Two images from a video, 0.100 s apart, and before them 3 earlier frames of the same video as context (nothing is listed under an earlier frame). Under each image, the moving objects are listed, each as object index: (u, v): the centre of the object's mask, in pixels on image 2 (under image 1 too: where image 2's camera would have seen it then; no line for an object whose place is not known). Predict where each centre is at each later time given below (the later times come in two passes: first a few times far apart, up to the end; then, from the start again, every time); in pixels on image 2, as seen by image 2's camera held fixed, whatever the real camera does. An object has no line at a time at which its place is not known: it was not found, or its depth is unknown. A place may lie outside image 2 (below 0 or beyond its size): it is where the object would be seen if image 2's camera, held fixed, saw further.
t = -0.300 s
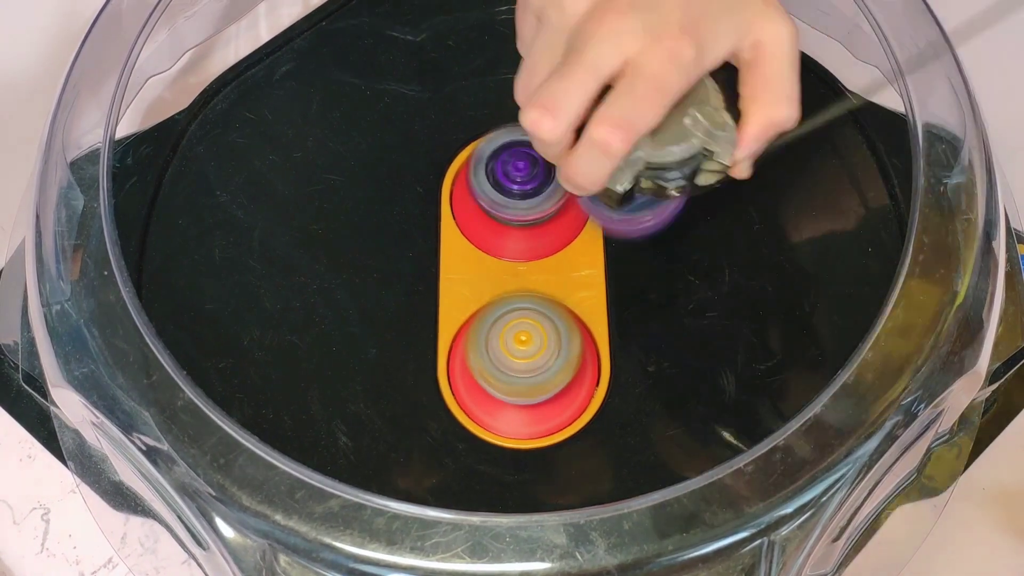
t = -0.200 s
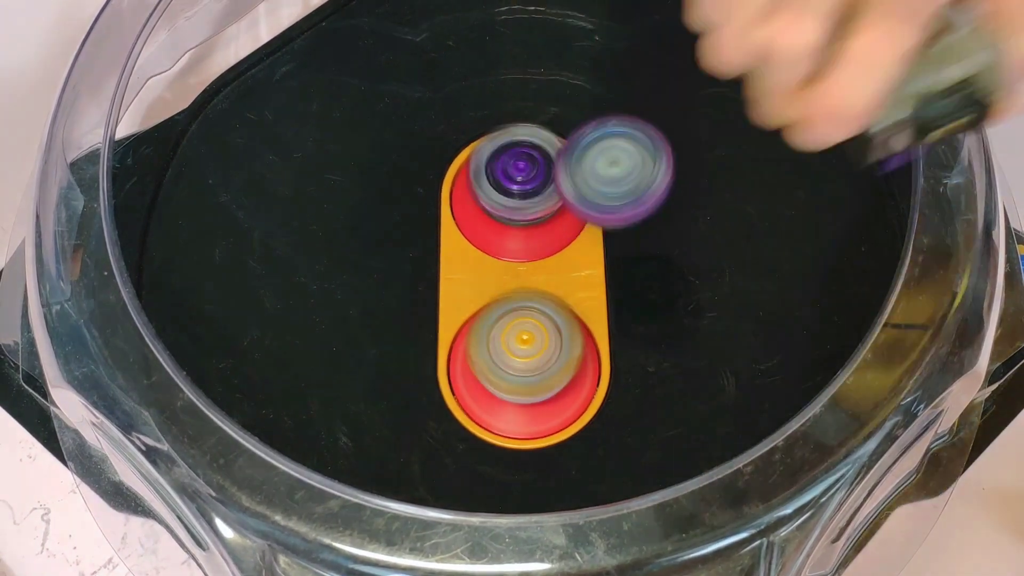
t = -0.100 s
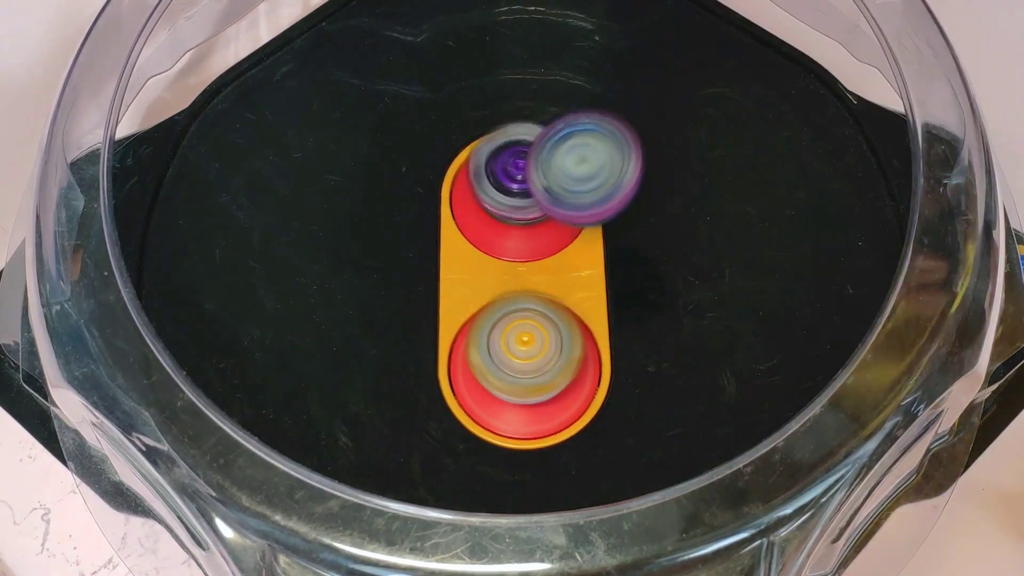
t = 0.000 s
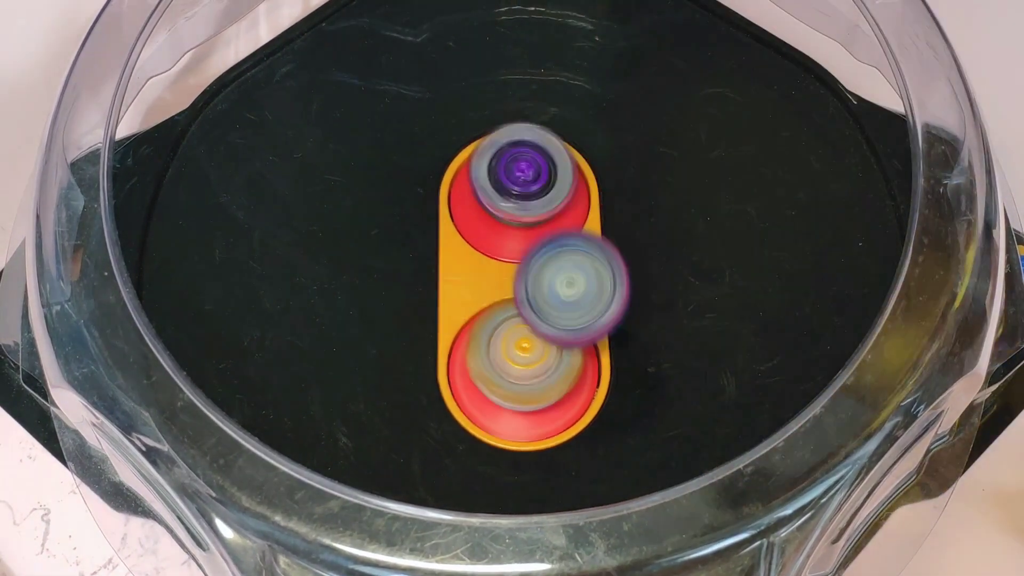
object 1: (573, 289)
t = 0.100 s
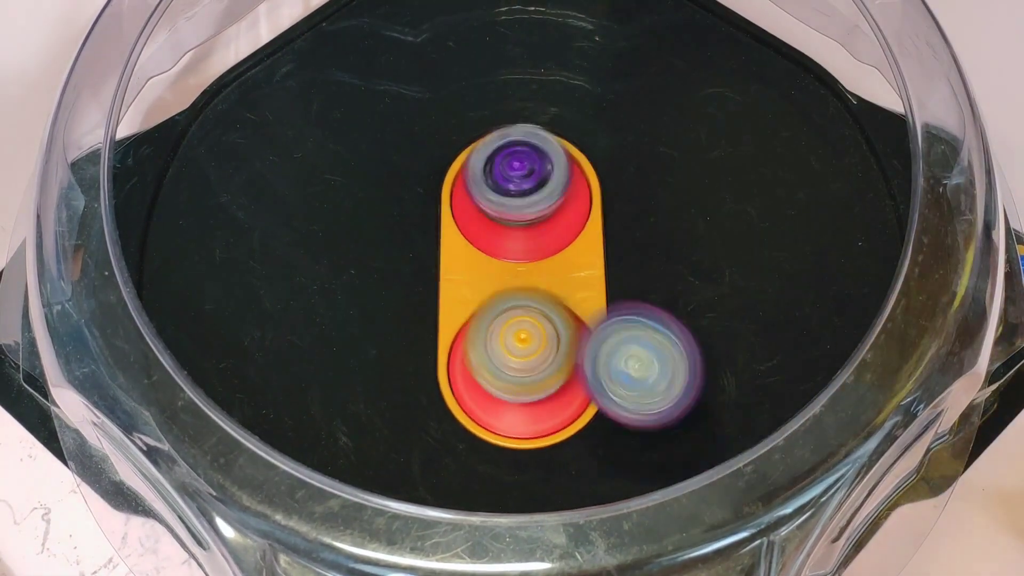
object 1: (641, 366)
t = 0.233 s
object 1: (784, 437)
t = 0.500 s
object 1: (732, 401)
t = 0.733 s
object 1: (644, 254)
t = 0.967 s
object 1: (629, 135)
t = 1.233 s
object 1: (505, 52)
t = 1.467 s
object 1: (402, 214)
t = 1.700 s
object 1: (379, 322)
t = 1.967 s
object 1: (554, 416)
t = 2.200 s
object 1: (575, 321)
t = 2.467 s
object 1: (476, 299)
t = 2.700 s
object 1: (476, 324)
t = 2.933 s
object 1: (457, 315)
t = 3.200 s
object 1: (387, 205)
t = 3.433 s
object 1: (277, 126)
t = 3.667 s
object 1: (327, 152)
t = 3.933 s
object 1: (366, 135)
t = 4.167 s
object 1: (406, 149)
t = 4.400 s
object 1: (469, 54)
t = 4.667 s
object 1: (561, 30)
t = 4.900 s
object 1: (592, 45)
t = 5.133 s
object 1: (587, 83)
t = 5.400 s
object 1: (622, 94)
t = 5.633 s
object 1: (620, 99)
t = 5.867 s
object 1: (618, 96)
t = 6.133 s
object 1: (597, 92)
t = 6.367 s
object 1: (587, 86)
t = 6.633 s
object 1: (596, 67)
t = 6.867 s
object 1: (581, 64)
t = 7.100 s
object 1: (587, 24)
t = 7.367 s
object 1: (583, 25)
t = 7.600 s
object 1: (524, 78)
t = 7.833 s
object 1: (523, 71)
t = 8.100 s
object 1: (532, 61)
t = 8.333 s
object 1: (504, 80)
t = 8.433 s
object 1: (500, 81)
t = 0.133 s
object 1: (690, 402)
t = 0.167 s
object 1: (725, 412)
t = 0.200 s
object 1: (760, 423)
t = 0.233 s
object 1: (784, 437)
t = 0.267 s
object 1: (798, 437)
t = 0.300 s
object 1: (805, 437)
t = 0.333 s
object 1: (806, 442)
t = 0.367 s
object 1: (807, 441)
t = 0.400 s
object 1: (801, 439)
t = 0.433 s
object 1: (788, 434)
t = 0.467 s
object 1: (768, 425)
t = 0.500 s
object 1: (732, 401)
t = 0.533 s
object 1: (704, 389)
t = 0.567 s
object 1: (667, 365)
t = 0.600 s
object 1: (645, 345)
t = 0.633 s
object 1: (647, 325)
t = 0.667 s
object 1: (647, 302)
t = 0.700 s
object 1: (648, 279)
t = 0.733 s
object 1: (644, 254)
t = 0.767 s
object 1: (637, 228)
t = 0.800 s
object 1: (626, 203)
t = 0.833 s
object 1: (632, 189)
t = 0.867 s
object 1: (638, 175)
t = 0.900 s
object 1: (643, 161)
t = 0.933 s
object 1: (639, 148)
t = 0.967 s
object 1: (629, 135)
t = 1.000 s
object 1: (626, 117)
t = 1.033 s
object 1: (626, 98)
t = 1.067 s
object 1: (617, 82)
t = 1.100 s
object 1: (601, 68)
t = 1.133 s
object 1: (580, 56)
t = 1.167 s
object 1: (555, 49)
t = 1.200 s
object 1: (529, 48)
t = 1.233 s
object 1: (505, 52)
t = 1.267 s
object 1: (480, 61)
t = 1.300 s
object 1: (458, 76)
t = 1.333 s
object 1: (436, 95)
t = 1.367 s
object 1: (420, 119)
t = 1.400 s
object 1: (409, 147)
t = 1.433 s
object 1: (403, 179)
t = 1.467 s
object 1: (402, 214)
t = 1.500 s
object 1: (393, 235)
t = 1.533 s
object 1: (376, 245)
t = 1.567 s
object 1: (364, 256)
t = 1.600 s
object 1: (359, 269)
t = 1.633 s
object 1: (360, 287)
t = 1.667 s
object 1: (367, 302)
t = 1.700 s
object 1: (379, 322)
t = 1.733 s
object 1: (395, 342)
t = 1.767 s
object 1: (415, 361)
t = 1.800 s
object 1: (439, 383)
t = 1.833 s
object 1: (467, 404)
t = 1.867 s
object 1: (502, 416)
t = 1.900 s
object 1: (535, 422)
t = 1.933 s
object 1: (556, 420)
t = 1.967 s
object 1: (554, 416)
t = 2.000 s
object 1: (553, 410)
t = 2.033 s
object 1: (551, 399)
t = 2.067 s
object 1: (554, 384)
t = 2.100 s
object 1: (559, 368)
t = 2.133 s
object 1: (567, 349)
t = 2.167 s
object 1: (575, 325)
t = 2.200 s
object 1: (575, 321)
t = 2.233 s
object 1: (571, 323)
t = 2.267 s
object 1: (565, 323)
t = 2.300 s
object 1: (557, 318)
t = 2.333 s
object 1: (546, 310)
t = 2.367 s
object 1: (530, 300)
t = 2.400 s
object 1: (511, 289)
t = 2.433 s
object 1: (491, 282)
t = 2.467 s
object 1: (476, 299)
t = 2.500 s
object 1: (460, 317)
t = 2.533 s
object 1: (452, 340)
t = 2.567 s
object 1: (456, 364)
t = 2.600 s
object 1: (456, 353)
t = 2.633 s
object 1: (463, 339)
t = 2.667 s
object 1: (470, 330)
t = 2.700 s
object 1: (476, 324)
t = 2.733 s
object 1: (478, 319)
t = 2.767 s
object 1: (477, 316)
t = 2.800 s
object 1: (474, 316)
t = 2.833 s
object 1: (468, 318)
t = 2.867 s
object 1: (465, 324)
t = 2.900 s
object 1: (460, 321)
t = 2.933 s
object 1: (457, 315)
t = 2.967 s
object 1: (452, 305)
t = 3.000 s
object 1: (451, 292)
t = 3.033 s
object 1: (455, 282)
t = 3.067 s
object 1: (459, 267)
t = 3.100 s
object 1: (461, 250)
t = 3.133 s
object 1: (452, 236)
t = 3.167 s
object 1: (423, 223)
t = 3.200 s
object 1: (387, 205)
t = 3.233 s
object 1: (359, 187)
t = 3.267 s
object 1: (338, 171)
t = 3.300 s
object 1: (319, 157)
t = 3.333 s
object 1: (307, 146)
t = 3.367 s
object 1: (295, 137)
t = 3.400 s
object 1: (286, 130)
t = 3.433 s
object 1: (277, 126)
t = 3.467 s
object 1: (273, 125)
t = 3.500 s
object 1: (270, 126)
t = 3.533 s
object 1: (272, 129)
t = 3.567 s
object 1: (278, 135)
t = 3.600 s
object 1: (289, 141)
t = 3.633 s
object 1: (305, 147)
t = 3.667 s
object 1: (327, 152)
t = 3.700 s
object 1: (354, 159)
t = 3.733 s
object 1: (385, 167)
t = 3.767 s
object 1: (414, 172)
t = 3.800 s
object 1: (410, 163)
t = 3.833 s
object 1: (395, 154)
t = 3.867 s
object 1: (385, 147)
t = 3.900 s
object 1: (376, 140)
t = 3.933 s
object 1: (366, 135)
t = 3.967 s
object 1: (360, 132)
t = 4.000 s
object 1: (358, 131)
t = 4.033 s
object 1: (356, 132)
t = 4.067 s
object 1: (360, 134)
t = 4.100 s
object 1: (372, 138)
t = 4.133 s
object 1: (387, 143)
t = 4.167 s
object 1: (406, 149)
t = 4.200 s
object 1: (428, 153)
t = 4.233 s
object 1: (422, 132)
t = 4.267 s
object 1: (422, 111)
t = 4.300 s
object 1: (427, 94)
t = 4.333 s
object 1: (439, 79)
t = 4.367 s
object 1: (454, 64)
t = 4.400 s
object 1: (469, 54)
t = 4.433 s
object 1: (483, 47)
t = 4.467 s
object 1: (496, 42)
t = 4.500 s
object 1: (508, 39)
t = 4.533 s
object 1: (522, 37)
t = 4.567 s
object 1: (532, 35)
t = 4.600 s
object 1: (540, 32)
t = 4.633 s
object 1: (551, 31)
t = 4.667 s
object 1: (561, 30)
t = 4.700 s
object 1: (571, 29)
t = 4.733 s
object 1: (579, 29)
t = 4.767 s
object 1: (586, 30)
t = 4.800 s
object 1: (591, 33)
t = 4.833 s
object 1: (594, 36)
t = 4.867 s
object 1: (594, 40)
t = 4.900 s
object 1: (592, 45)
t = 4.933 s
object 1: (588, 53)
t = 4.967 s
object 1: (583, 63)
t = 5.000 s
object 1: (578, 74)
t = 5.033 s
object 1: (572, 85)
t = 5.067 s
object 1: (576, 87)
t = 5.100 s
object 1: (584, 82)
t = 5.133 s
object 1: (587, 83)
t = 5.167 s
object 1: (585, 89)
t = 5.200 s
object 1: (588, 90)
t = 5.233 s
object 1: (597, 88)
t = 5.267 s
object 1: (598, 91)
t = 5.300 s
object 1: (595, 98)
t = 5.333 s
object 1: (604, 97)
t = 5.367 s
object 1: (616, 95)
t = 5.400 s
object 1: (622, 94)
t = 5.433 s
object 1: (624, 94)
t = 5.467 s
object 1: (623, 96)
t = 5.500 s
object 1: (617, 100)
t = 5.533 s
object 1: (608, 105)
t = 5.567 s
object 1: (611, 104)
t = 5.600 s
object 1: (617, 101)
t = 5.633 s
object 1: (620, 99)
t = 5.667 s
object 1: (620, 98)
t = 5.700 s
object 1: (616, 100)
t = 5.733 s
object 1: (609, 103)
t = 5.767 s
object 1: (604, 106)
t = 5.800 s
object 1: (612, 100)
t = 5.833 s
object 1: (615, 98)
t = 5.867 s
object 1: (618, 96)
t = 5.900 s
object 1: (617, 94)
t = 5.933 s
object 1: (612, 95)
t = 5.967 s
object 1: (601, 99)
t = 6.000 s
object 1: (597, 99)
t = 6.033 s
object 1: (598, 97)
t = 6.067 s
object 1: (593, 97)
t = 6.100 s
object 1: (597, 94)
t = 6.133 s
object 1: (597, 92)
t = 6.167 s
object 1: (595, 91)
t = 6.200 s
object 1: (594, 91)
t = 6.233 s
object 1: (591, 90)
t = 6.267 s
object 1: (591, 90)
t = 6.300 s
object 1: (590, 87)
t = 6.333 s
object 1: (587, 87)
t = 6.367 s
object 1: (587, 86)
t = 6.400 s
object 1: (583, 86)
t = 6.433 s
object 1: (584, 85)
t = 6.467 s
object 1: (582, 84)
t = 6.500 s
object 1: (580, 85)
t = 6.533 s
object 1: (579, 85)
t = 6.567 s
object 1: (576, 86)
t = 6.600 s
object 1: (590, 74)
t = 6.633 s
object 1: (596, 67)
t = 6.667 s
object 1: (599, 62)
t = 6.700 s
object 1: (599, 60)
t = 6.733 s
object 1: (599, 56)
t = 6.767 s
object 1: (596, 55)
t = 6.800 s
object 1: (594, 55)
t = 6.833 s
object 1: (589, 59)
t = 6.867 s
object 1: (581, 64)
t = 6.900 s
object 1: (574, 70)
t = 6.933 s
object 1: (564, 77)
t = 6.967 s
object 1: (556, 83)
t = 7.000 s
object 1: (570, 57)
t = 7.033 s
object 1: (576, 39)
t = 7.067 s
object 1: (584, 31)
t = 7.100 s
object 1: (587, 24)
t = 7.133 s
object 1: (592, 21)
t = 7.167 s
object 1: (591, 19)
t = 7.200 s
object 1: (588, 18)
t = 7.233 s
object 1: (586, 18)
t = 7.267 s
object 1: (585, 18)
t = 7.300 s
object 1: (586, 18)
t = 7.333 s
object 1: (586, 21)
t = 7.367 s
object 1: (583, 25)
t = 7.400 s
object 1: (579, 28)
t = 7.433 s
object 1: (574, 33)
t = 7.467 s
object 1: (567, 37)
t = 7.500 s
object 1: (559, 44)
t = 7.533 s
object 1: (550, 53)
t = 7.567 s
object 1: (538, 67)
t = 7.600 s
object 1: (524, 78)
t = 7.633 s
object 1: (524, 71)
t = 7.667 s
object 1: (525, 62)
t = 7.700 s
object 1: (525, 61)
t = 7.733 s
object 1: (524, 63)
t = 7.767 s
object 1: (522, 65)
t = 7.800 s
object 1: (522, 68)
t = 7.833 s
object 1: (523, 71)
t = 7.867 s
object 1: (525, 76)
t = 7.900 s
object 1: (530, 71)
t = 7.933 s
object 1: (533, 64)
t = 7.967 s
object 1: (531, 58)
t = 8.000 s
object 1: (530, 56)
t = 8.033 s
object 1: (530, 56)
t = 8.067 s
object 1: (531, 58)
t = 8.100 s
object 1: (532, 61)
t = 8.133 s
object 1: (532, 67)
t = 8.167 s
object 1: (529, 75)
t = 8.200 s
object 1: (523, 78)
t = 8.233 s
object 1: (516, 80)
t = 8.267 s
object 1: (509, 83)
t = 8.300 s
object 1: (506, 81)
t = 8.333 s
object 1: (504, 80)
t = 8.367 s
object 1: (501, 81)
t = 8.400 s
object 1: (500, 83)
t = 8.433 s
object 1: (500, 81)
